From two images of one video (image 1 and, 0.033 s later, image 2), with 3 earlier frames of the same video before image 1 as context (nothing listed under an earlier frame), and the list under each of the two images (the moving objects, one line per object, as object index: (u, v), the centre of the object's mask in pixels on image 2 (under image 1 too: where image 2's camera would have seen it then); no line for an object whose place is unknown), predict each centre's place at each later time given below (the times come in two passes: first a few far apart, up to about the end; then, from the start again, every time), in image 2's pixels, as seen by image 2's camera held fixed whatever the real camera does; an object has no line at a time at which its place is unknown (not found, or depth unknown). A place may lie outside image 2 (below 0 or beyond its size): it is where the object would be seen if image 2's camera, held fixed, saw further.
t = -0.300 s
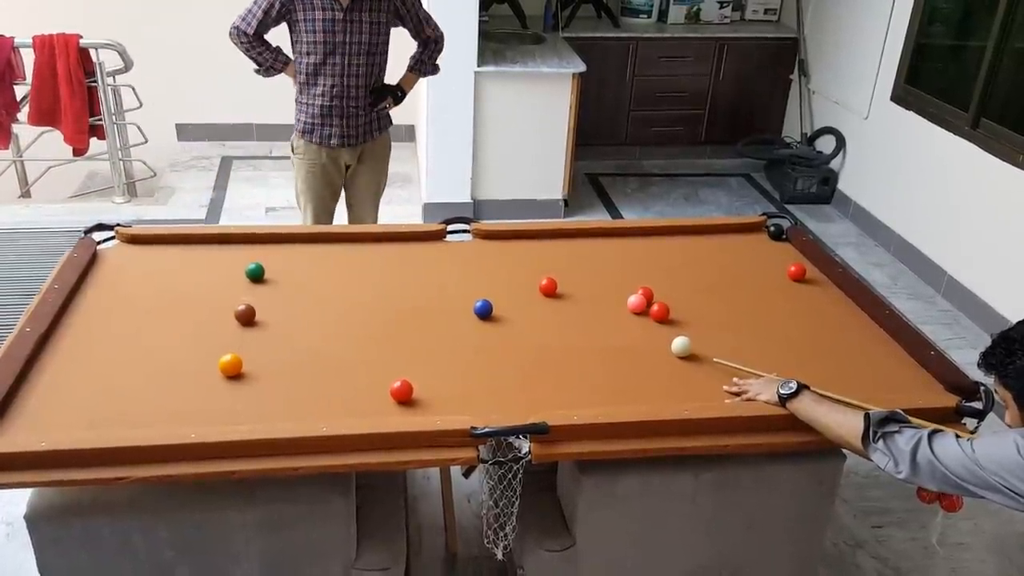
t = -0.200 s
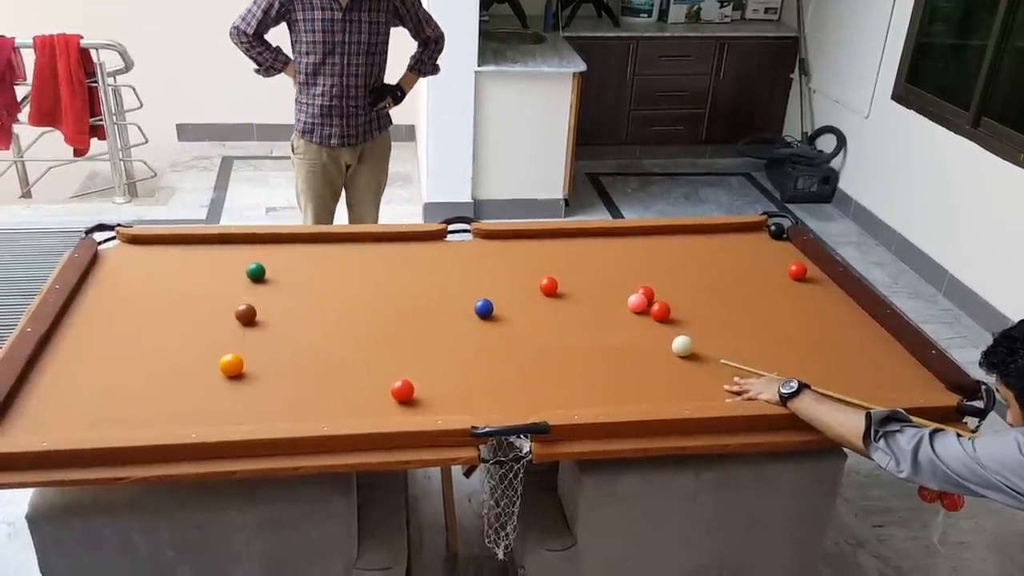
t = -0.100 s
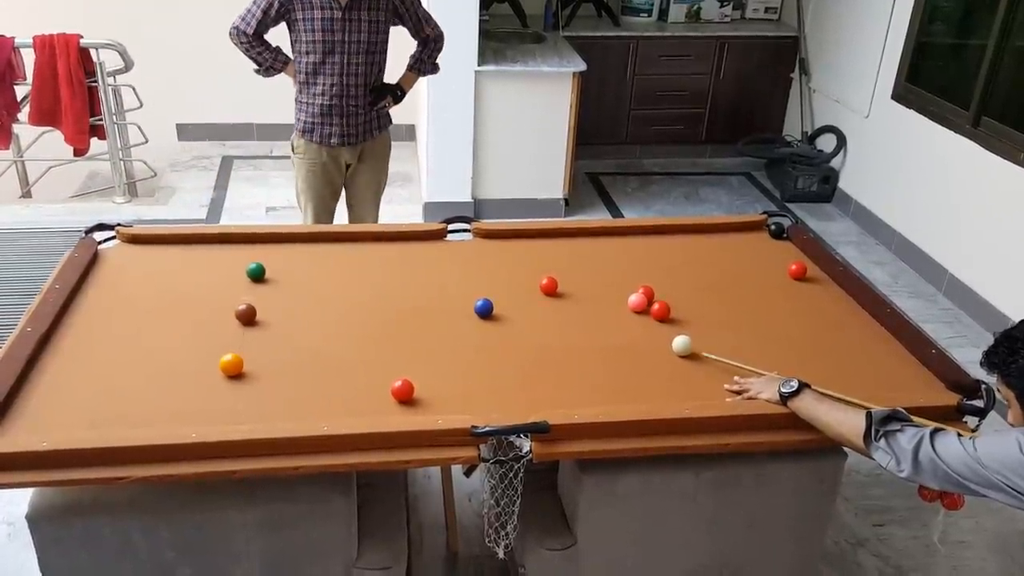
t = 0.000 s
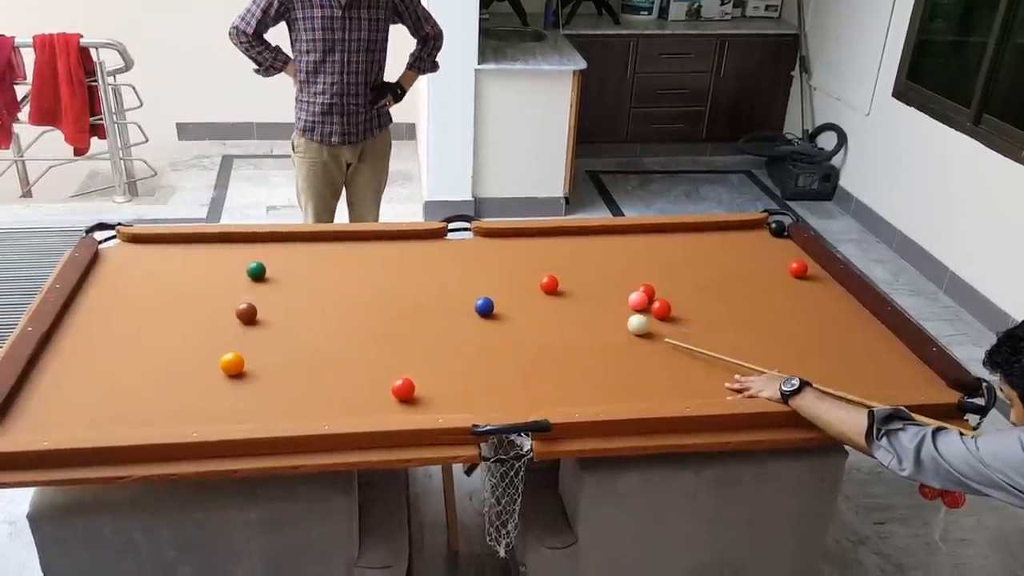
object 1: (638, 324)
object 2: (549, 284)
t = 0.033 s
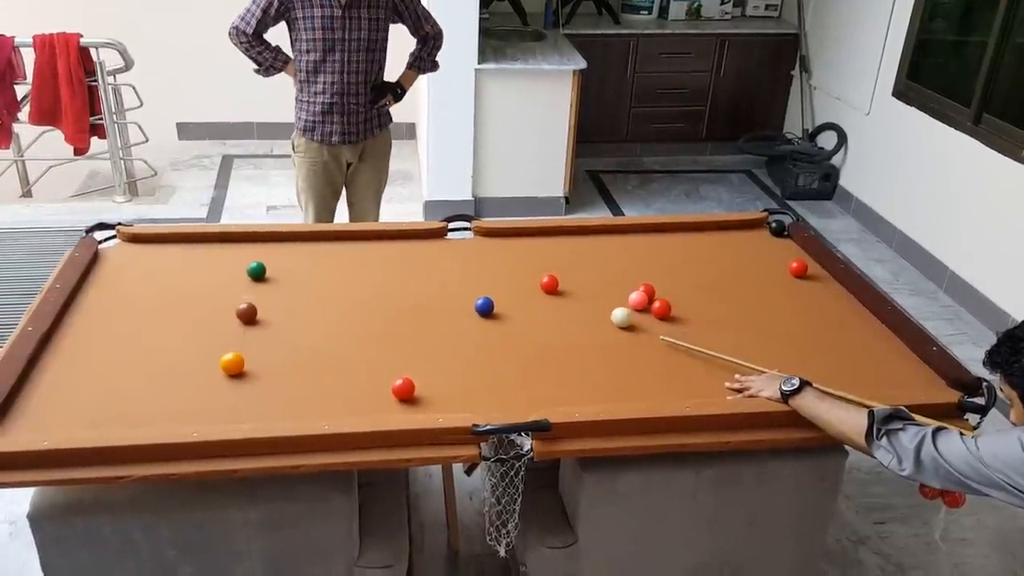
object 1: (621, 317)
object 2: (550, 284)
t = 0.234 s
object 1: (554, 291)
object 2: (542, 279)
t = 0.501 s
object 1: (510, 287)
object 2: (507, 253)
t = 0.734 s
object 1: (475, 284)
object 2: (480, 235)
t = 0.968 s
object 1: (443, 281)
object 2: (449, 232)
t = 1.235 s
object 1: (410, 278)
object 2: (449, 241)
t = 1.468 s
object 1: (384, 275)
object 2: (448, 248)
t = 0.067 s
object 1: (606, 311)
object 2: (549, 284)
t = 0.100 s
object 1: (592, 305)
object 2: (549, 284)
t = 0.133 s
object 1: (580, 300)
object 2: (549, 284)
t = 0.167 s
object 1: (568, 295)
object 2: (549, 284)
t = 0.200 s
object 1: (558, 291)
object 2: (547, 282)
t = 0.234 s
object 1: (554, 291)
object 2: (542, 279)
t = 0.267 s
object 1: (548, 291)
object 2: (537, 275)
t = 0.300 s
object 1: (543, 291)
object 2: (533, 272)
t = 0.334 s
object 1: (538, 290)
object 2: (528, 268)
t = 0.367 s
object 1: (532, 289)
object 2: (523, 265)
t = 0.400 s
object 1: (526, 289)
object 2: (519, 262)
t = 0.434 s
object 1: (521, 288)
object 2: (515, 259)
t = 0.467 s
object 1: (516, 287)
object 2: (511, 256)
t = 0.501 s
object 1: (510, 287)
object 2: (507, 253)
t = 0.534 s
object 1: (505, 287)
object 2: (503, 251)
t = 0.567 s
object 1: (500, 286)
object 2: (500, 248)
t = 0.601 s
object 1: (495, 286)
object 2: (496, 245)
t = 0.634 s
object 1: (490, 285)
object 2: (492, 243)
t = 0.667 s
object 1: (485, 284)
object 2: (488, 240)
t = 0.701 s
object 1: (480, 284)
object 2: (484, 238)
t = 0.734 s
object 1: (475, 284)
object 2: (480, 235)
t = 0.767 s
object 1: (470, 283)
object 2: (478, 233)
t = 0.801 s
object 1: (465, 283)
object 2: (473, 233)
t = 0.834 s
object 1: (461, 282)
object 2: (468, 233)
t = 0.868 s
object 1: (456, 282)
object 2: (463, 232)
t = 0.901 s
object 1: (452, 282)
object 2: (459, 232)
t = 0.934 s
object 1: (447, 281)
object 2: (454, 232)
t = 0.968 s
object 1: (443, 281)
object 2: (449, 232)
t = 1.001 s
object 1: (439, 280)
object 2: (449, 233)
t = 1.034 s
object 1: (435, 280)
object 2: (449, 234)
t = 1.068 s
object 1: (430, 280)
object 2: (449, 235)
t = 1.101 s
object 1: (427, 279)
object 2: (449, 236)
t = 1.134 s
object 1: (422, 279)
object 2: (449, 238)
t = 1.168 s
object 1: (418, 279)
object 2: (449, 239)
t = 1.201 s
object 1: (414, 278)
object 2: (449, 240)
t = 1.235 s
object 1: (410, 278)
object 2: (449, 241)
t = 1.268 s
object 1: (406, 278)
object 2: (449, 242)
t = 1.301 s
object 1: (403, 277)
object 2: (449, 243)
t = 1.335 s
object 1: (399, 277)
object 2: (449, 244)
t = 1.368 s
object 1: (395, 276)
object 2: (449, 245)
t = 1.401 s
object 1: (391, 276)
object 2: (449, 246)
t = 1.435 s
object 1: (388, 276)
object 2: (448, 247)
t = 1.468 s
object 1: (384, 275)
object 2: (448, 248)
